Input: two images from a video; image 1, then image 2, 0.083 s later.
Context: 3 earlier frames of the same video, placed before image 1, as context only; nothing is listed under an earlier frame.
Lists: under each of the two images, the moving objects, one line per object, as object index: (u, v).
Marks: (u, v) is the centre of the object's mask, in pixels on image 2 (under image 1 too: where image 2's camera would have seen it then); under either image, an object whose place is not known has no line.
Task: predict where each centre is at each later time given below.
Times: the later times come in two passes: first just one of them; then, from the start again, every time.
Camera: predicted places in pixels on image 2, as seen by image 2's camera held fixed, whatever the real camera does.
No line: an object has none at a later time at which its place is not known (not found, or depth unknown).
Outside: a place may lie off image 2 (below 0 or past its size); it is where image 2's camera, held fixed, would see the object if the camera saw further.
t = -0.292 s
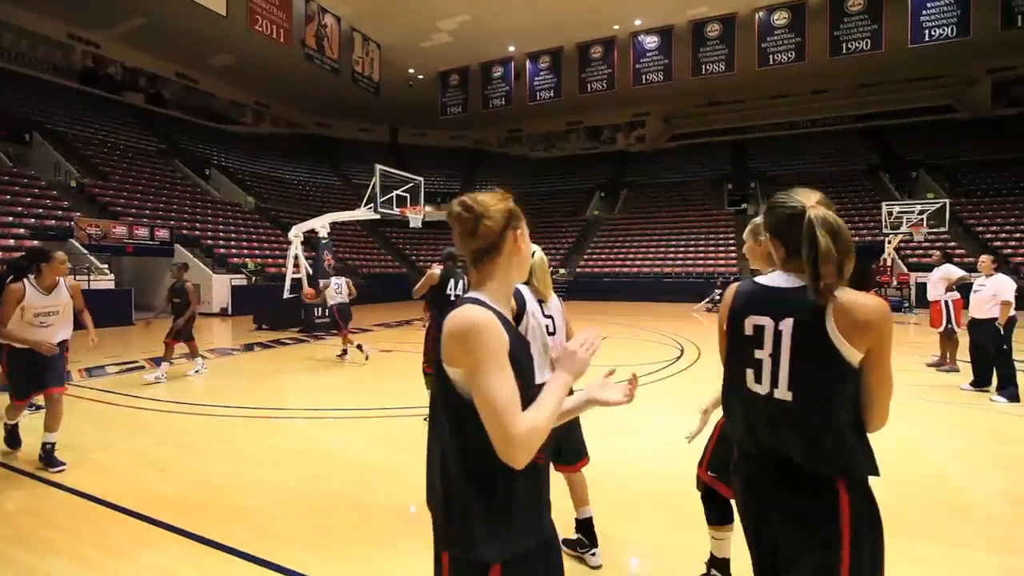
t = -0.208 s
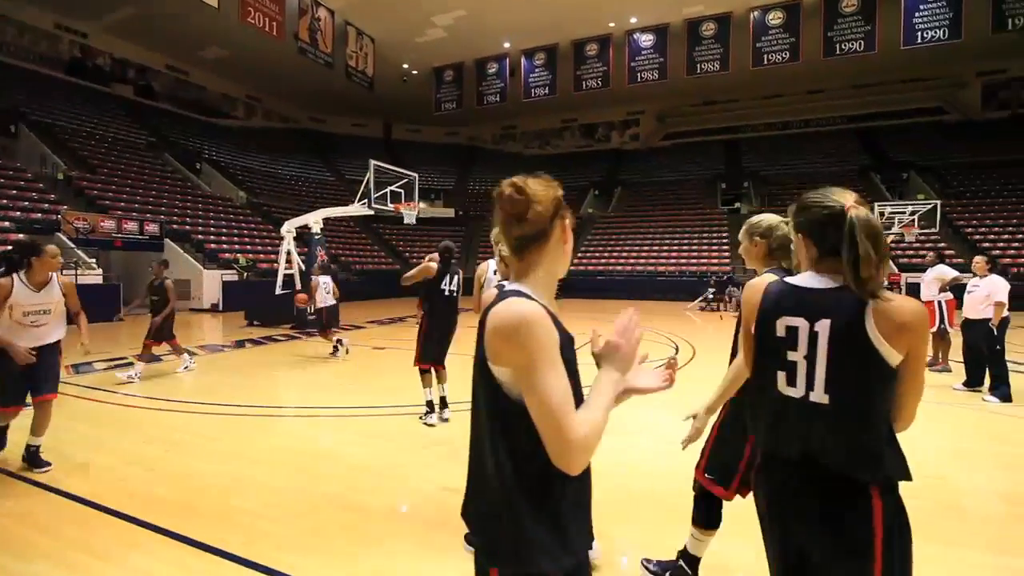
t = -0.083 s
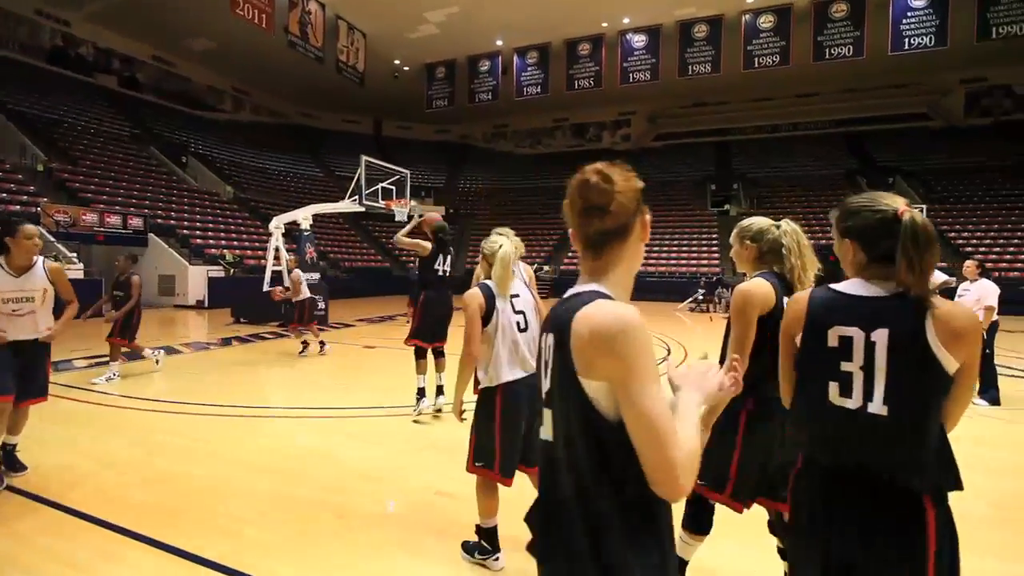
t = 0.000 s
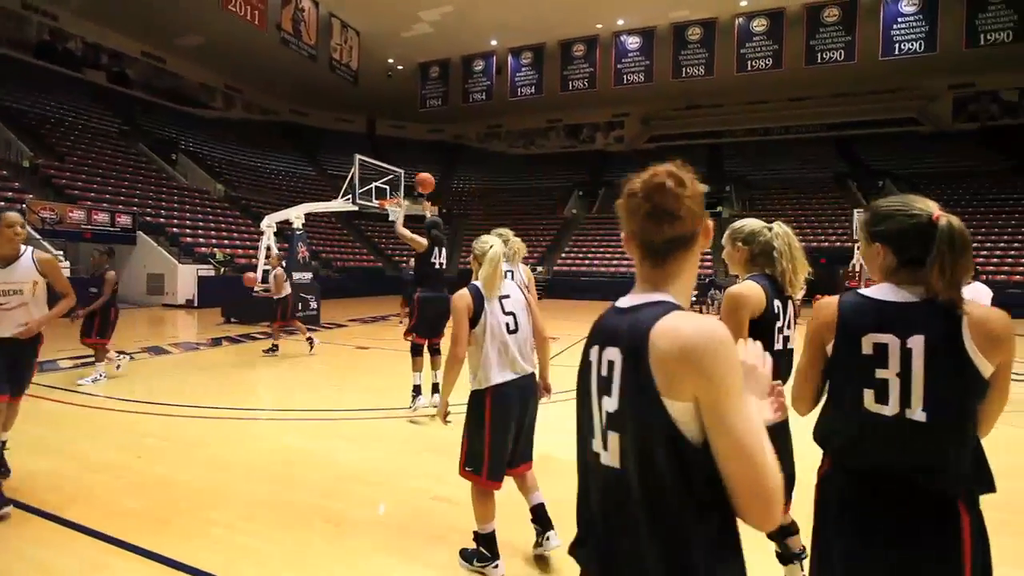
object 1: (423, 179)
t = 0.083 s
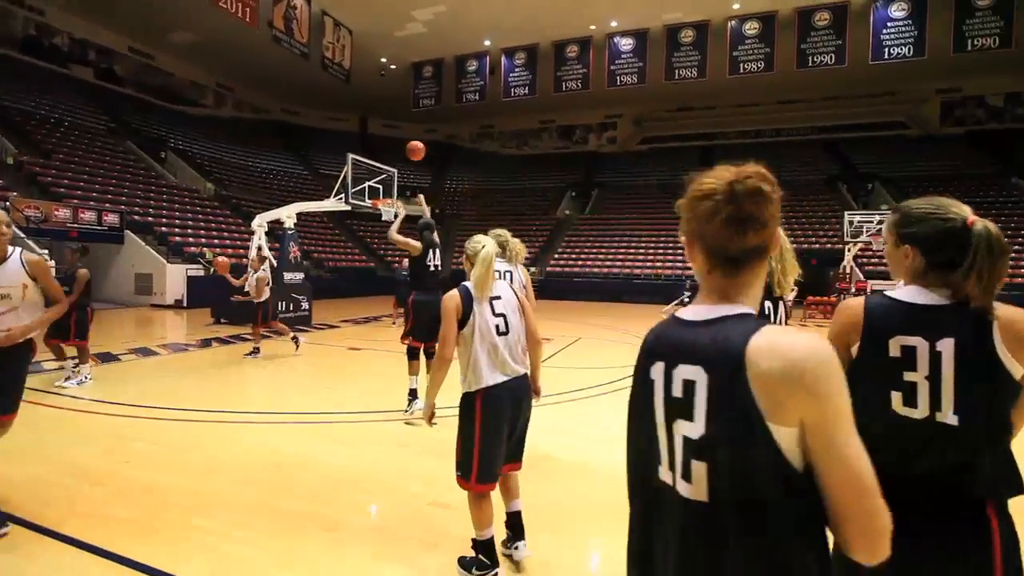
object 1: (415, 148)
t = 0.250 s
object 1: (410, 111)
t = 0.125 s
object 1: (414, 135)
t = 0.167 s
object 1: (412, 127)
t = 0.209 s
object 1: (411, 119)
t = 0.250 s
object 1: (410, 111)
